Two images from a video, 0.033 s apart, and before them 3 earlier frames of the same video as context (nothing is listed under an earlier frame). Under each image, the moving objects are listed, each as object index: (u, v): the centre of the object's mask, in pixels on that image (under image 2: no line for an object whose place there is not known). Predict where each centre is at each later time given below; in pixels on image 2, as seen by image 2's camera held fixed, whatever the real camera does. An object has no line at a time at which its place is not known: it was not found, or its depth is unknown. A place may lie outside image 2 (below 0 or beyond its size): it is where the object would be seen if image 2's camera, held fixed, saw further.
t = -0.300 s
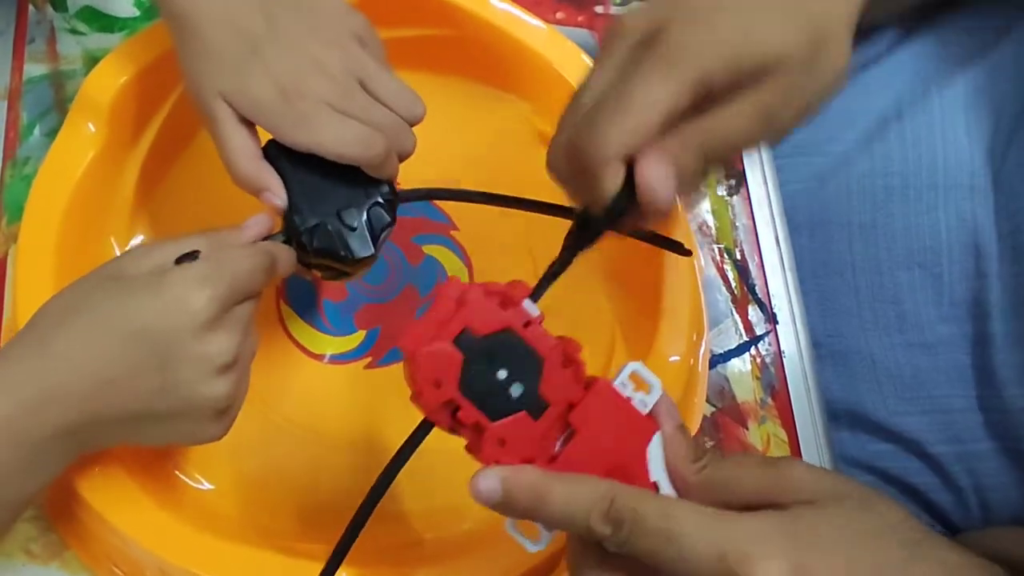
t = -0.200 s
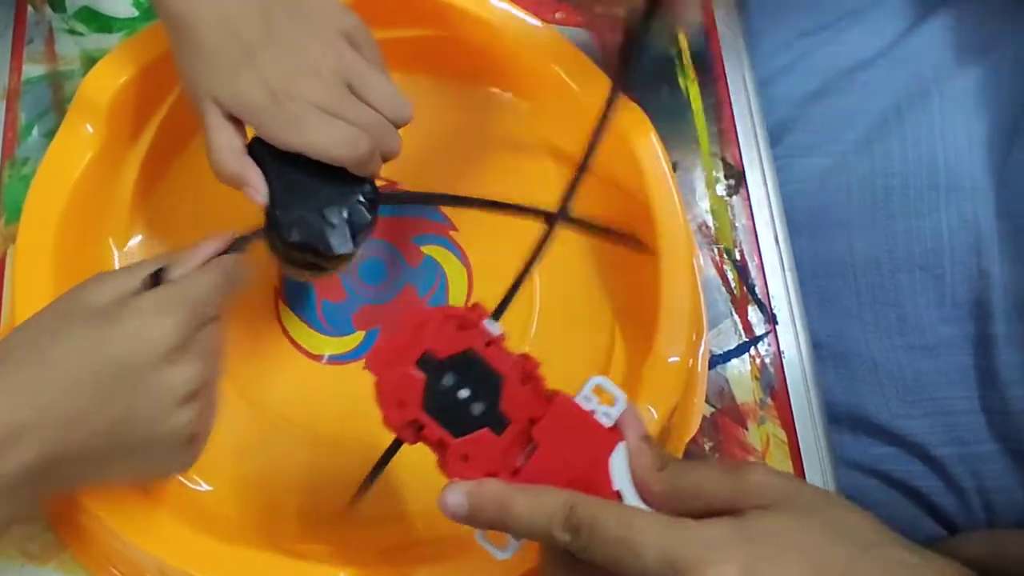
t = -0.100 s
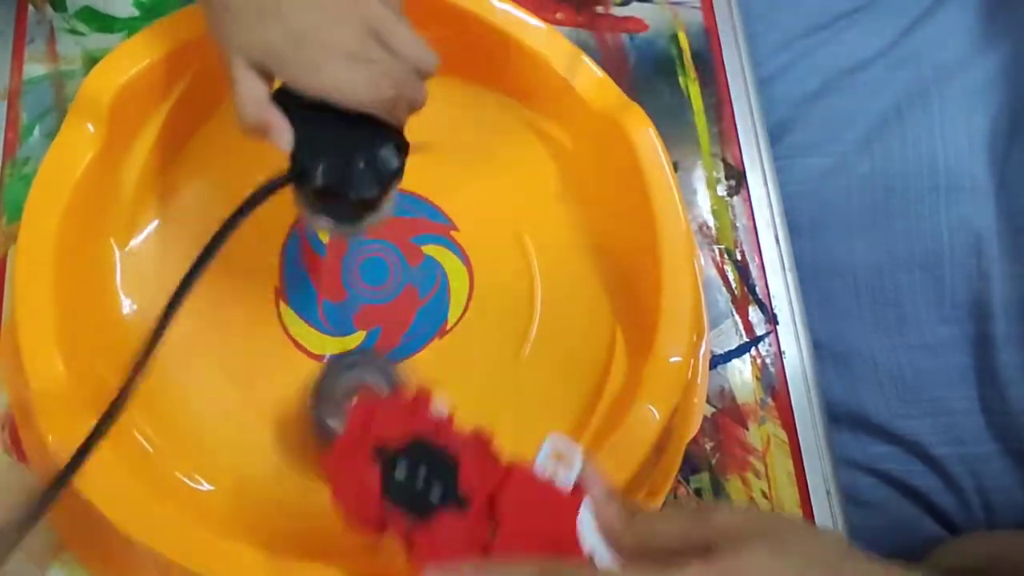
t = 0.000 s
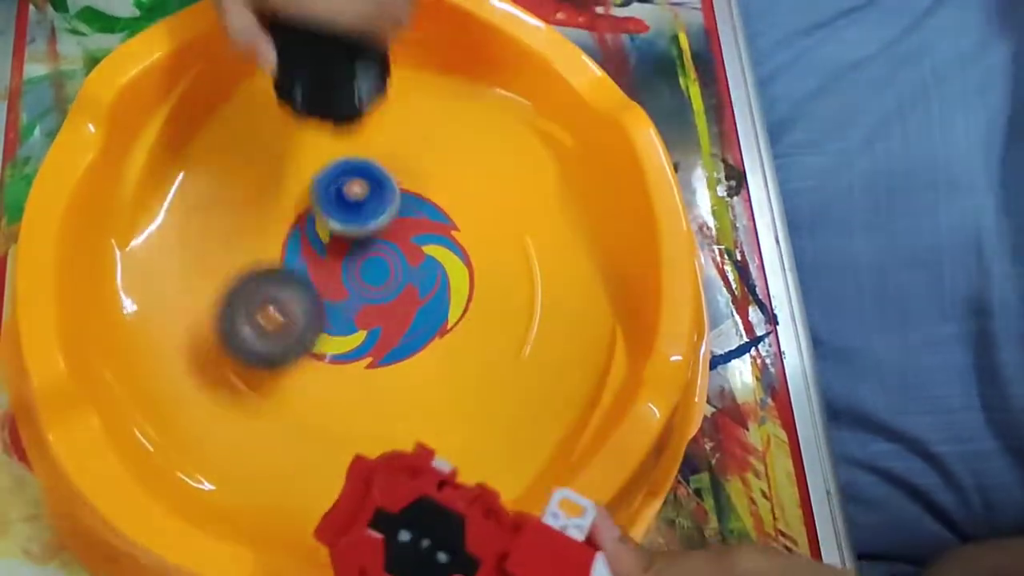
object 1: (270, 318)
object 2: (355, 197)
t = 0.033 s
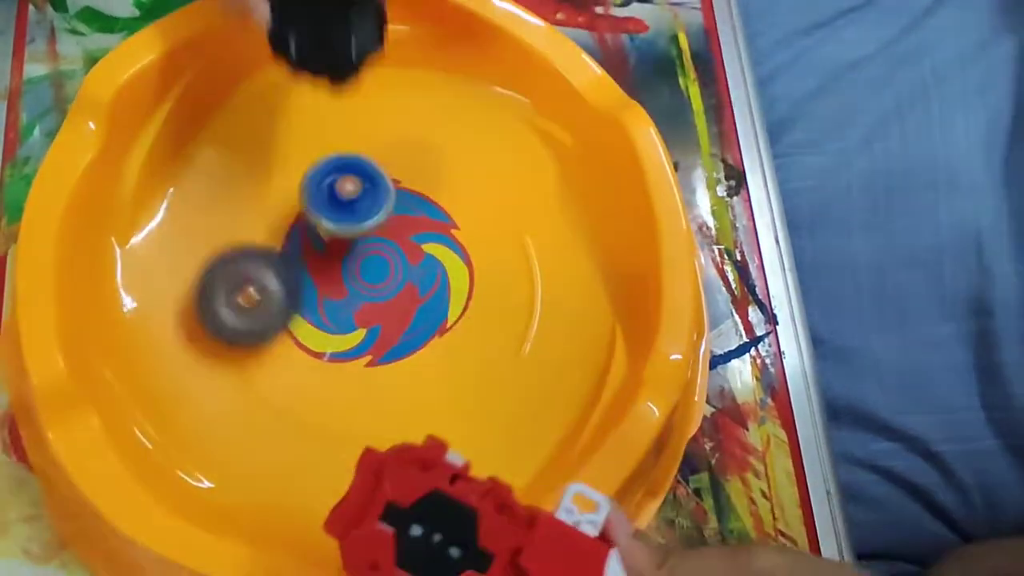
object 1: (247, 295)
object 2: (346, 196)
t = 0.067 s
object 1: (237, 266)
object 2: (342, 205)
